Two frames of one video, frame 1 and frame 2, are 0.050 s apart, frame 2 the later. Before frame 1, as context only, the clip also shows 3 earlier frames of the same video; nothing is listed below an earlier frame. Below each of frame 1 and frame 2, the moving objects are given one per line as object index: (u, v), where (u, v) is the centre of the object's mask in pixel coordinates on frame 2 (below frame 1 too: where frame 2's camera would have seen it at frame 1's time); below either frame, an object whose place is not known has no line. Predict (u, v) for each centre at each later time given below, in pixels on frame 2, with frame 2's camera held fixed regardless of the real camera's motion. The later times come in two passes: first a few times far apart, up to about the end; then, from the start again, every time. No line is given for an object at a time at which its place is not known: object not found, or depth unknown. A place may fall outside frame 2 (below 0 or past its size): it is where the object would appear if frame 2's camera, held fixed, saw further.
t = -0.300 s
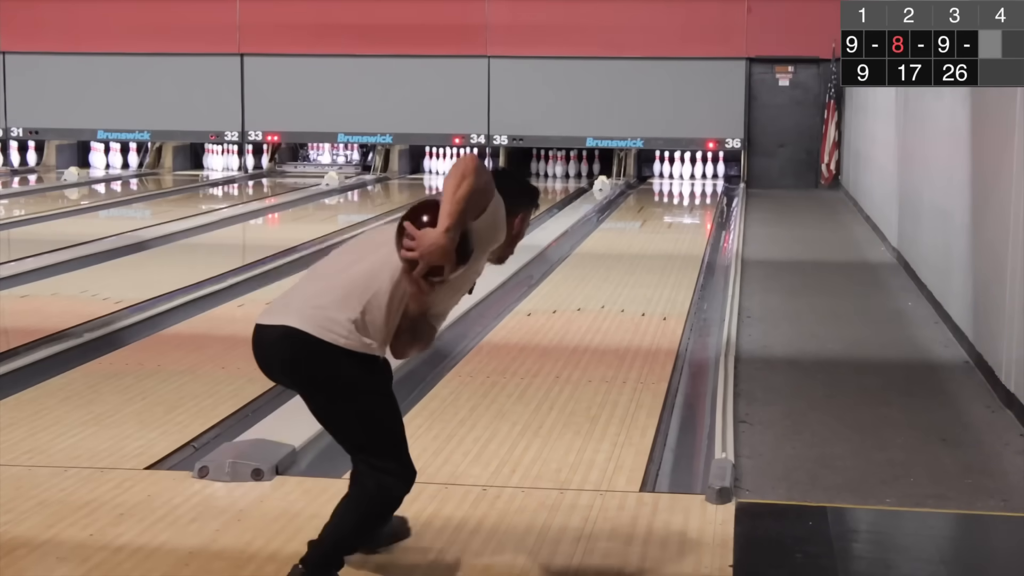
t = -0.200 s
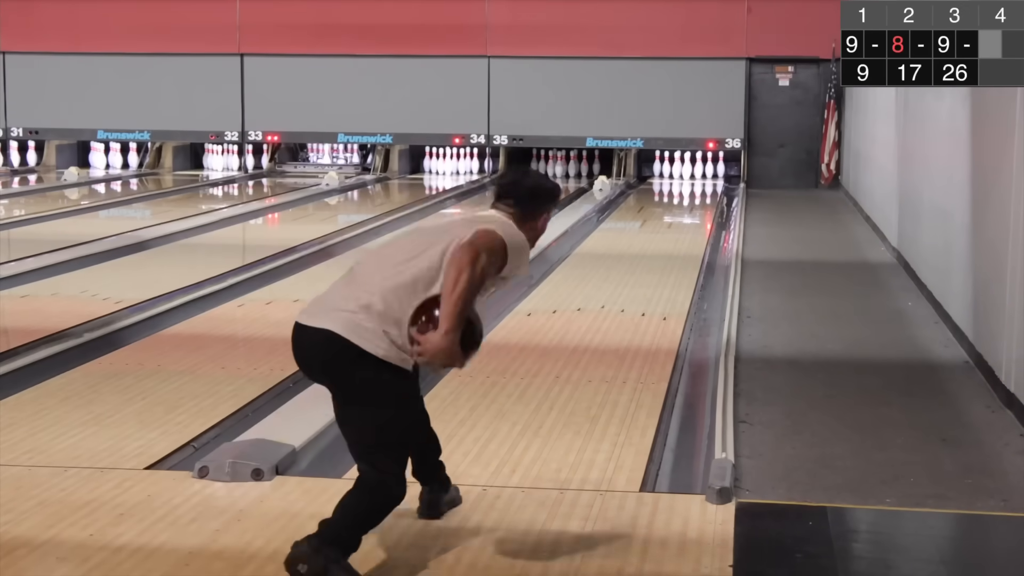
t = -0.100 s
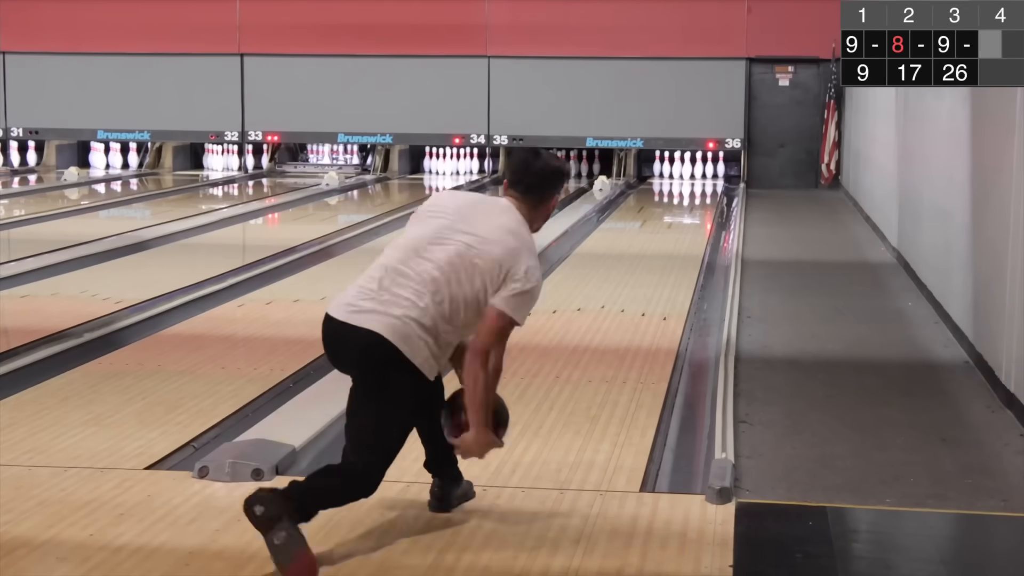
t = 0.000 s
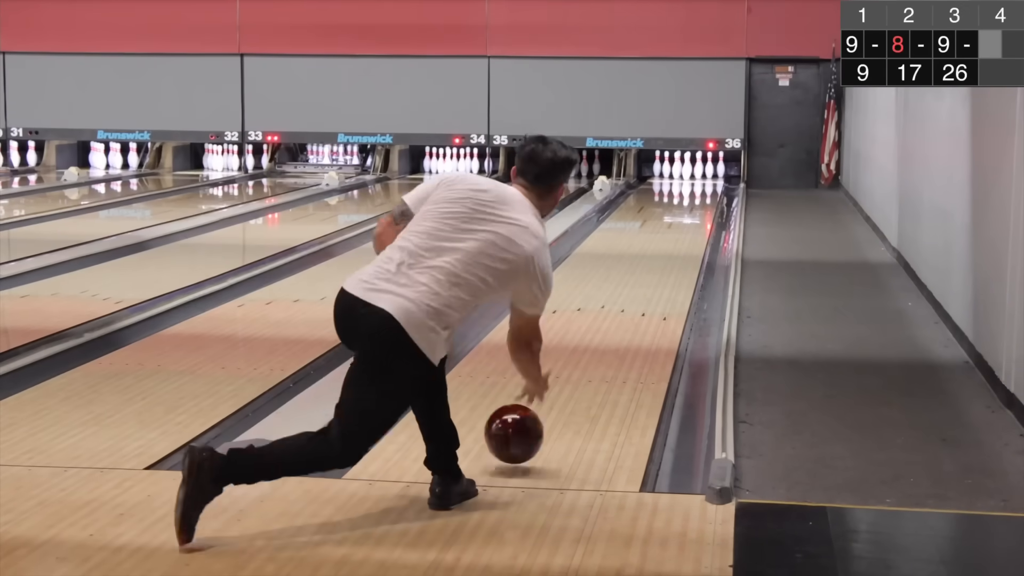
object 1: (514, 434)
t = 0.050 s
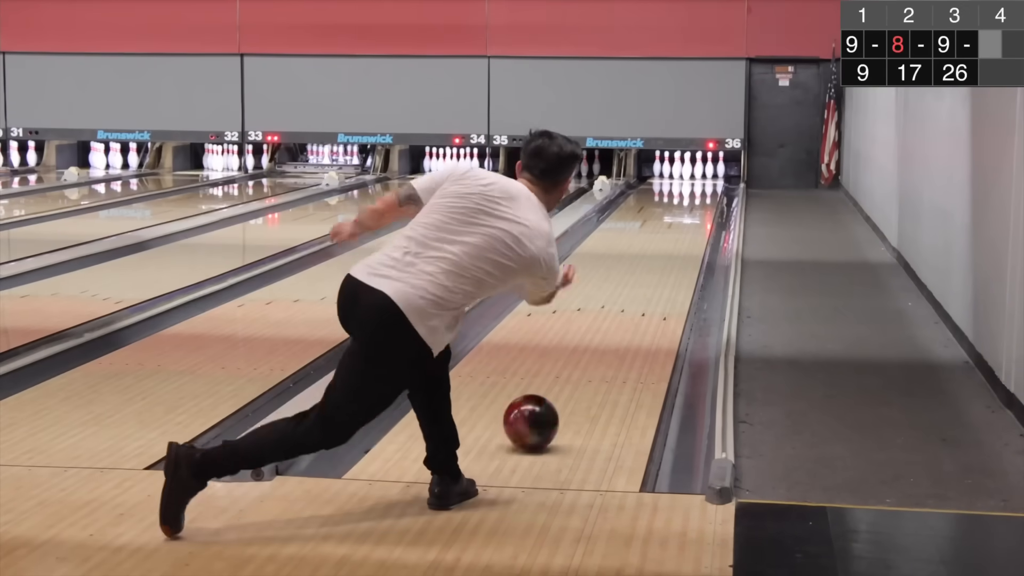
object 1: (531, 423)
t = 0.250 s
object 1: (583, 359)
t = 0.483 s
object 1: (622, 309)
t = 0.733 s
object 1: (649, 273)
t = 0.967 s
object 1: (667, 248)
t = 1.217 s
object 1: (680, 227)
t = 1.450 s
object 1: (688, 212)
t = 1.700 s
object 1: (693, 199)
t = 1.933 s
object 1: (696, 189)
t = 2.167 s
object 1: (696, 181)
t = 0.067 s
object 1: (536, 416)
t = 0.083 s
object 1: (541, 410)
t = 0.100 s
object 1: (546, 404)
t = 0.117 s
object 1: (551, 399)
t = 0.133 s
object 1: (555, 394)
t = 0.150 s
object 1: (560, 388)
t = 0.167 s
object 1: (564, 383)
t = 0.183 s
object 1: (568, 378)
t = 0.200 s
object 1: (572, 373)
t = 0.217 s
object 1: (576, 368)
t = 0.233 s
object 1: (579, 364)
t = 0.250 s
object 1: (583, 359)
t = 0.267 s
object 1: (586, 354)
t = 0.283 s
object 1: (590, 350)
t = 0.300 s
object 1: (593, 346)
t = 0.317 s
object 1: (596, 342)
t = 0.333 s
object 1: (599, 338)
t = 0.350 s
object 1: (602, 335)
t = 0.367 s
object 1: (604, 331)
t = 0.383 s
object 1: (607, 328)
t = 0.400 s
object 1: (610, 324)
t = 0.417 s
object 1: (612, 321)
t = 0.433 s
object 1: (615, 318)
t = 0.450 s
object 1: (617, 315)
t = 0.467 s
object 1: (620, 312)
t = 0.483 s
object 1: (622, 309)
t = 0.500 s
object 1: (624, 306)
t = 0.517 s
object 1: (626, 303)
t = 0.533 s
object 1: (628, 301)
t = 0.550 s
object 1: (630, 298)
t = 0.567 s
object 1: (632, 295)
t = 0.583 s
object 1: (634, 293)
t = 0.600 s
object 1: (636, 290)
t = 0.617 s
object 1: (638, 288)
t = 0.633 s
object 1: (640, 286)
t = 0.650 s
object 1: (641, 284)
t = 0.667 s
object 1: (643, 282)
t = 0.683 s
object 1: (645, 280)
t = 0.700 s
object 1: (646, 278)
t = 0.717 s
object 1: (648, 276)
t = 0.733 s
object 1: (649, 273)
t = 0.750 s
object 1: (651, 271)
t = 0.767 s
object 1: (652, 269)
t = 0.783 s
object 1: (654, 267)
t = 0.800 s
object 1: (655, 265)
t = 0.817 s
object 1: (656, 264)
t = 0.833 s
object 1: (658, 262)
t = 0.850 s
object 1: (659, 260)
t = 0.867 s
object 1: (660, 258)
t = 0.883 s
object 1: (661, 256)
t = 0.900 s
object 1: (663, 255)
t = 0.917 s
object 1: (664, 253)
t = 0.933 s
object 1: (665, 251)
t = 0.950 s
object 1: (666, 250)
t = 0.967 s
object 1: (667, 248)
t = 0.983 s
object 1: (668, 246)
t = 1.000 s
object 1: (669, 245)
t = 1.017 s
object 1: (670, 243)
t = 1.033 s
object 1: (671, 242)
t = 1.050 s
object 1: (672, 240)
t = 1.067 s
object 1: (673, 239)
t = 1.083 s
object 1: (674, 238)
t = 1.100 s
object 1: (674, 236)
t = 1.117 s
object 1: (675, 235)
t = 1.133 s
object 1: (676, 234)
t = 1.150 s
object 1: (677, 232)
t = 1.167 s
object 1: (678, 231)
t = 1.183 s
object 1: (678, 230)
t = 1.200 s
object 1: (679, 228)
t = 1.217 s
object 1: (680, 227)
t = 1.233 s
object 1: (681, 226)
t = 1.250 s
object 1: (681, 225)
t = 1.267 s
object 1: (682, 224)
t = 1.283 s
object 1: (683, 223)
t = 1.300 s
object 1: (683, 221)
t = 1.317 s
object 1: (684, 220)
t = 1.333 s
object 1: (684, 219)
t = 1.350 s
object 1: (685, 218)
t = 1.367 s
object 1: (685, 217)
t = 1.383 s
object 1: (686, 216)
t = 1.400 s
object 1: (686, 215)
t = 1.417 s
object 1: (687, 214)
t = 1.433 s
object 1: (688, 213)
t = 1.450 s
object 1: (688, 212)
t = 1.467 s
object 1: (688, 211)
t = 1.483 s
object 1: (689, 210)
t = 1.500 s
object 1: (689, 209)
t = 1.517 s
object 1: (690, 208)
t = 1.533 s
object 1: (690, 208)
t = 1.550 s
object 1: (690, 207)
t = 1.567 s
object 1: (691, 206)
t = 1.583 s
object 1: (691, 205)
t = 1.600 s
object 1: (692, 204)
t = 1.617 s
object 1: (692, 203)
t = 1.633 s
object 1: (692, 202)
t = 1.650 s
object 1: (693, 202)
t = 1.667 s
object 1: (693, 201)
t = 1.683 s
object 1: (693, 200)
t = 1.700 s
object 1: (693, 199)
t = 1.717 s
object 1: (694, 199)
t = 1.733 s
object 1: (694, 198)
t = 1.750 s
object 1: (694, 197)
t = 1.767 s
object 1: (694, 196)
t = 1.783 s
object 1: (695, 196)
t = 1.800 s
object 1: (695, 195)
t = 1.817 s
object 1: (695, 194)
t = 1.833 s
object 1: (695, 193)
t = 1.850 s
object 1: (695, 193)
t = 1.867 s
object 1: (695, 192)
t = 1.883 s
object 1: (695, 191)
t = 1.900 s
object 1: (696, 191)
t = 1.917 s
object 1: (696, 190)
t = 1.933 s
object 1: (696, 189)
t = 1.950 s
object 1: (696, 189)
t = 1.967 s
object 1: (696, 188)
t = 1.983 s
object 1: (696, 188)
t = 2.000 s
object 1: (696, 187)
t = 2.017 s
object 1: (696, 186)
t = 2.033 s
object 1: (696, 186)
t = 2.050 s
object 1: (696, 185)
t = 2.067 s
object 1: (696, 185)
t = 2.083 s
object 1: (696, 184)
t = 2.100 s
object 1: (696, 183)
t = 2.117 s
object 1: (696, 183)
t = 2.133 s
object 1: (696, 182)
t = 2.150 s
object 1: (696, 182)
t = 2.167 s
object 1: (696, 181)
